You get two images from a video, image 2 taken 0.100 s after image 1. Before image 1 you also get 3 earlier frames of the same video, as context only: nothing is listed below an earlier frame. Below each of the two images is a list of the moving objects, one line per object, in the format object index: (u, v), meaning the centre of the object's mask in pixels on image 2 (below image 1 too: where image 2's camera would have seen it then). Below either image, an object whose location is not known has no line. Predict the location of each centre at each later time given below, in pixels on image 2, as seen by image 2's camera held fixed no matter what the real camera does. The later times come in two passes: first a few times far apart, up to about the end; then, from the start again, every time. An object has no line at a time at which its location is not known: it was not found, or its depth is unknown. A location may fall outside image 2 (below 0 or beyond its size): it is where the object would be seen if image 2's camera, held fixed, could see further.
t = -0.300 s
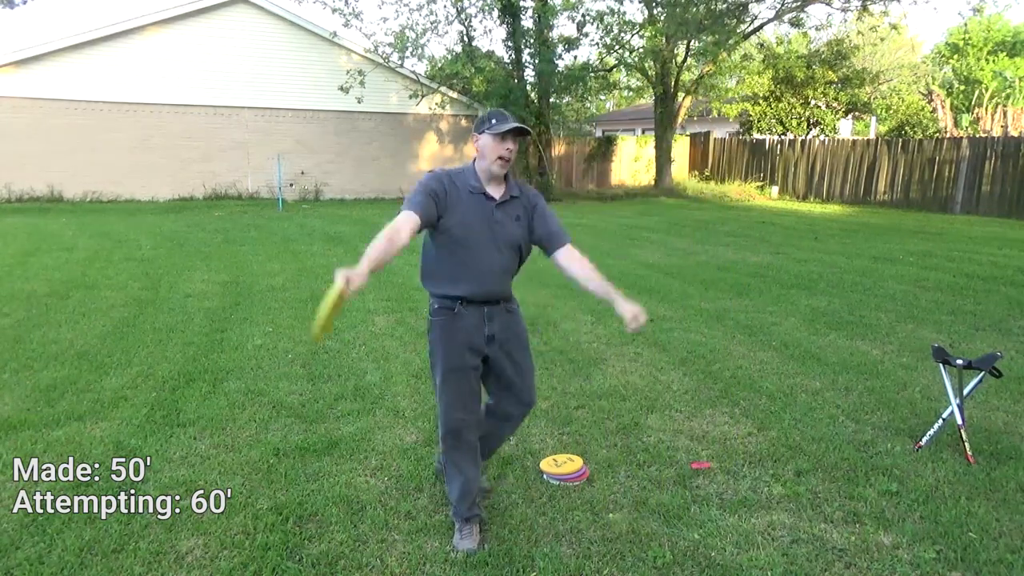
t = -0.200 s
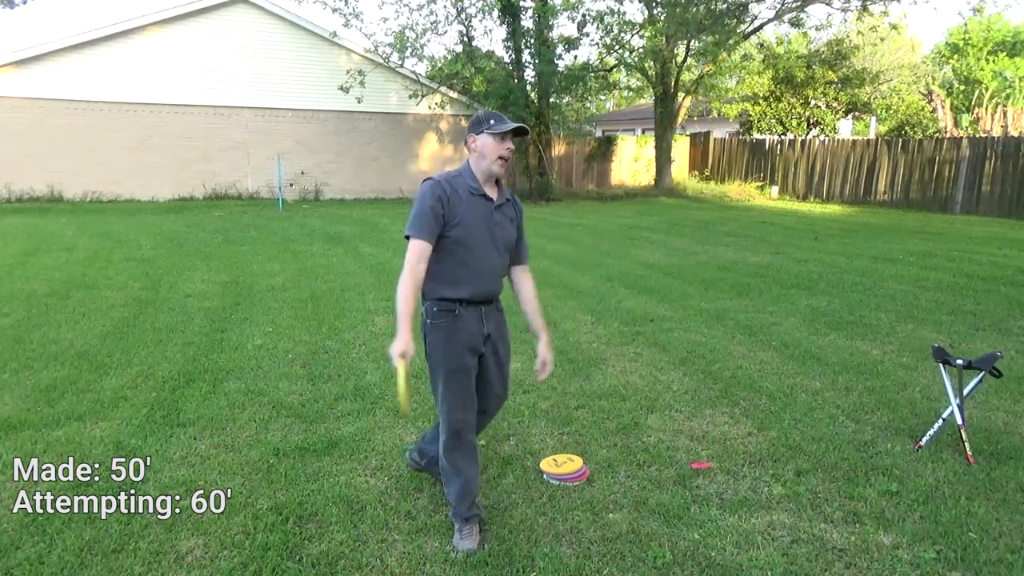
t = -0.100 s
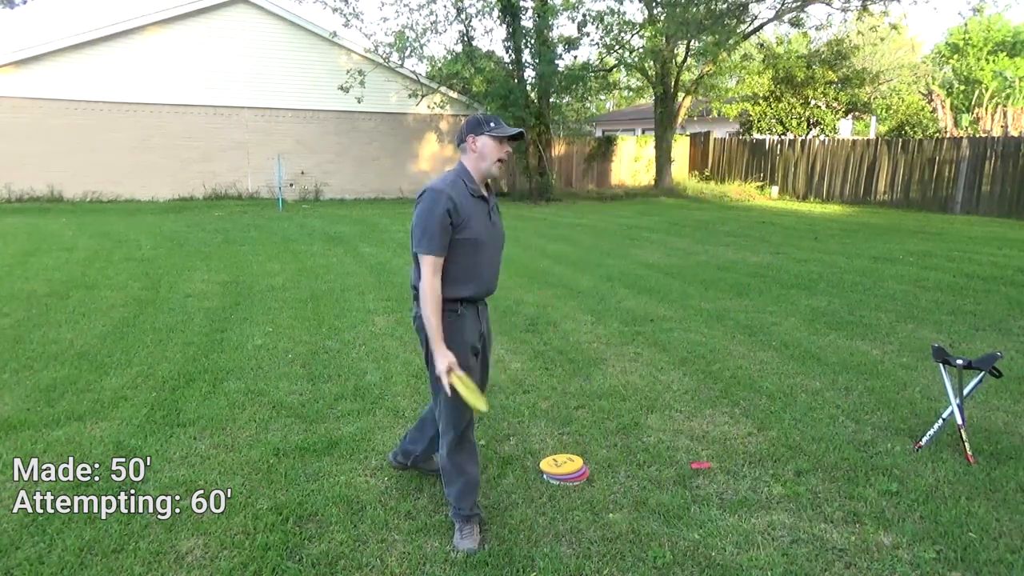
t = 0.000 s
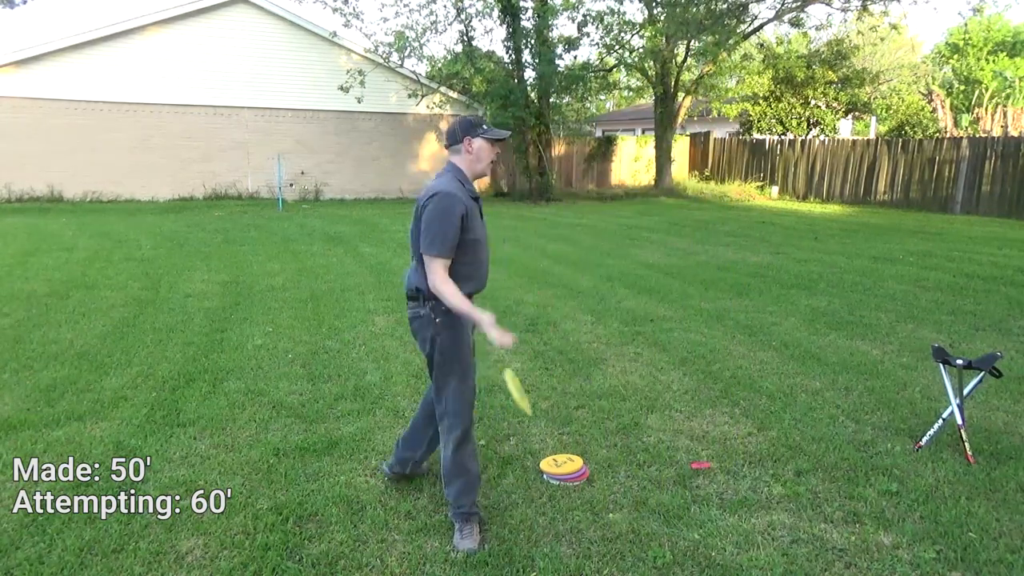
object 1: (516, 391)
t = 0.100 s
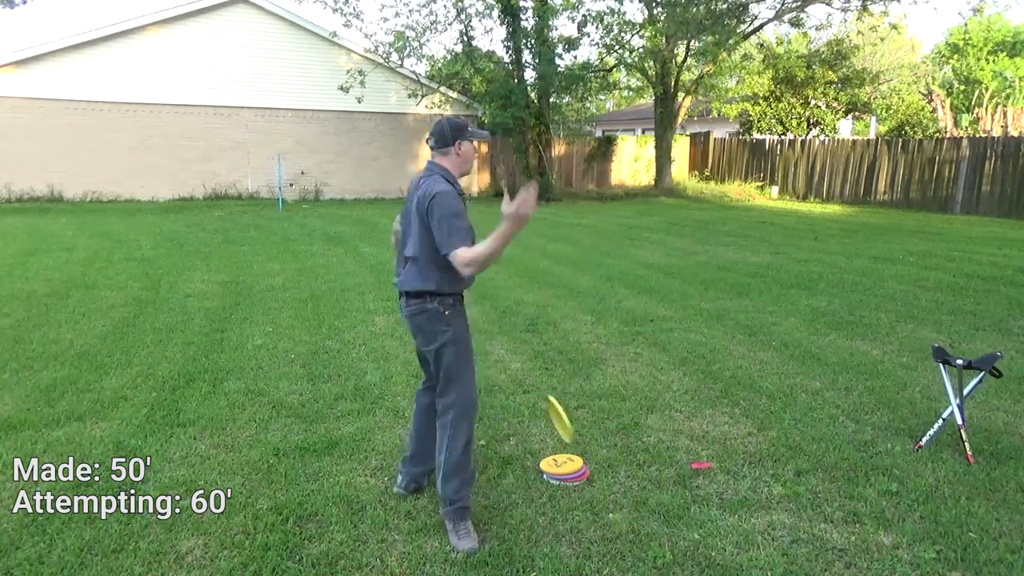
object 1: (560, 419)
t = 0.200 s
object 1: (593, 467)
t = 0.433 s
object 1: (597, 498)
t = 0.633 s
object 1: (588, 505)
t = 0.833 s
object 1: (588, 505)
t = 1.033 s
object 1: (588, 505)
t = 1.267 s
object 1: (588, 504)
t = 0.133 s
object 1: (571, 433)
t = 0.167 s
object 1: (581, 448)
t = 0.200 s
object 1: (593, 467)
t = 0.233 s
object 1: (603, 487)
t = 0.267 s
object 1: (605, 496)
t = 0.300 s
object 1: (605, 500)
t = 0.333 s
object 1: (604, 503)
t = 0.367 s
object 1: (602, 501)
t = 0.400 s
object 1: (600, 499)
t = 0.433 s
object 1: (597, 498)
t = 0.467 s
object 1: (595, 498)
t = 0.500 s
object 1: (593, 498)
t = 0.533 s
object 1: (591, 500)
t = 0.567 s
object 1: (589, 502)
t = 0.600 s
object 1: (588, 505)
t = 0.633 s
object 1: (588, 505)
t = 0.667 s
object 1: (588, 504)
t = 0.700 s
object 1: (588, 504)
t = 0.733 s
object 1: (588, 505)
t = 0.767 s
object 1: (588, 505)
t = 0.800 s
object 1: (588, 505)
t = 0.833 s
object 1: (588, 505)
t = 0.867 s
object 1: (588, 505)
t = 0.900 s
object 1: (588, 505)
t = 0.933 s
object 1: (588, 505)
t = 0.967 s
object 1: (588, 505)
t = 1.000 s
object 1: (588, 505)
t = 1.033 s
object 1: (588, 505)
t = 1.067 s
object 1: (588, 505)
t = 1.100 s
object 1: (588, 505)
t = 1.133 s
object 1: (588, 505)
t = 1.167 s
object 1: (588, 505)
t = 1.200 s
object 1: (588, 504)
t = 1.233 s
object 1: (588, 504)
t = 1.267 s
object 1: (588, 504)
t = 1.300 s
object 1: (588, 505)
